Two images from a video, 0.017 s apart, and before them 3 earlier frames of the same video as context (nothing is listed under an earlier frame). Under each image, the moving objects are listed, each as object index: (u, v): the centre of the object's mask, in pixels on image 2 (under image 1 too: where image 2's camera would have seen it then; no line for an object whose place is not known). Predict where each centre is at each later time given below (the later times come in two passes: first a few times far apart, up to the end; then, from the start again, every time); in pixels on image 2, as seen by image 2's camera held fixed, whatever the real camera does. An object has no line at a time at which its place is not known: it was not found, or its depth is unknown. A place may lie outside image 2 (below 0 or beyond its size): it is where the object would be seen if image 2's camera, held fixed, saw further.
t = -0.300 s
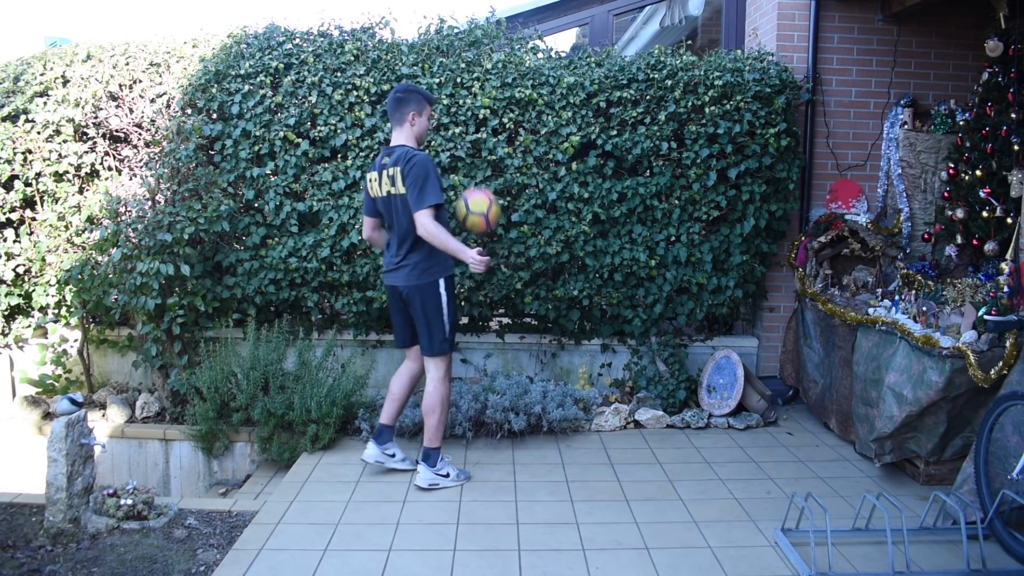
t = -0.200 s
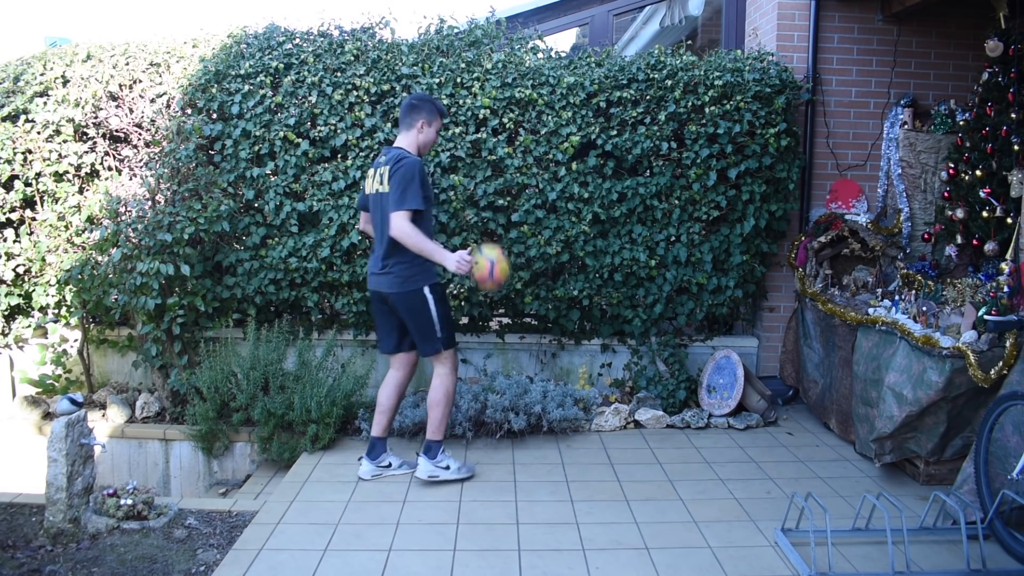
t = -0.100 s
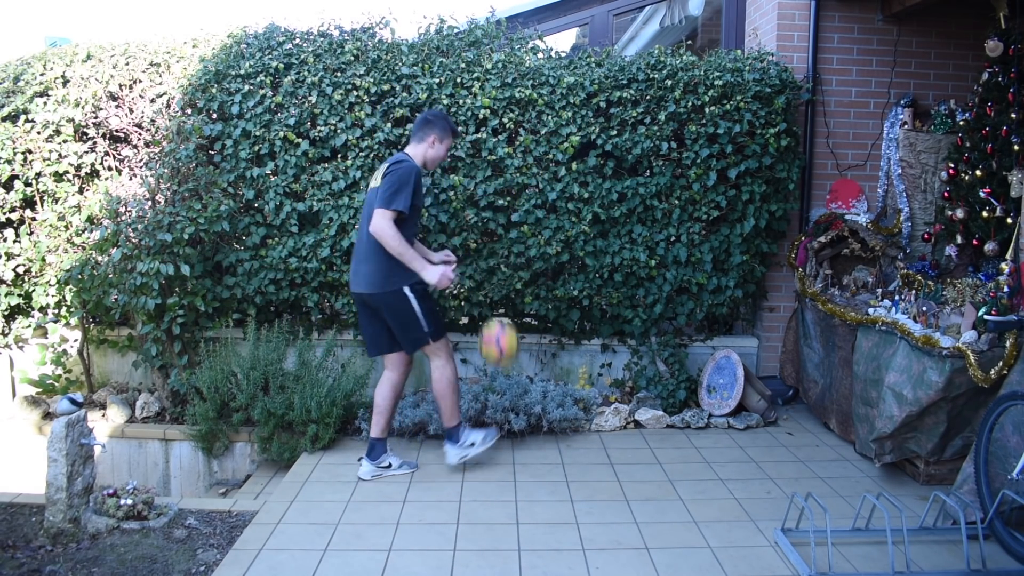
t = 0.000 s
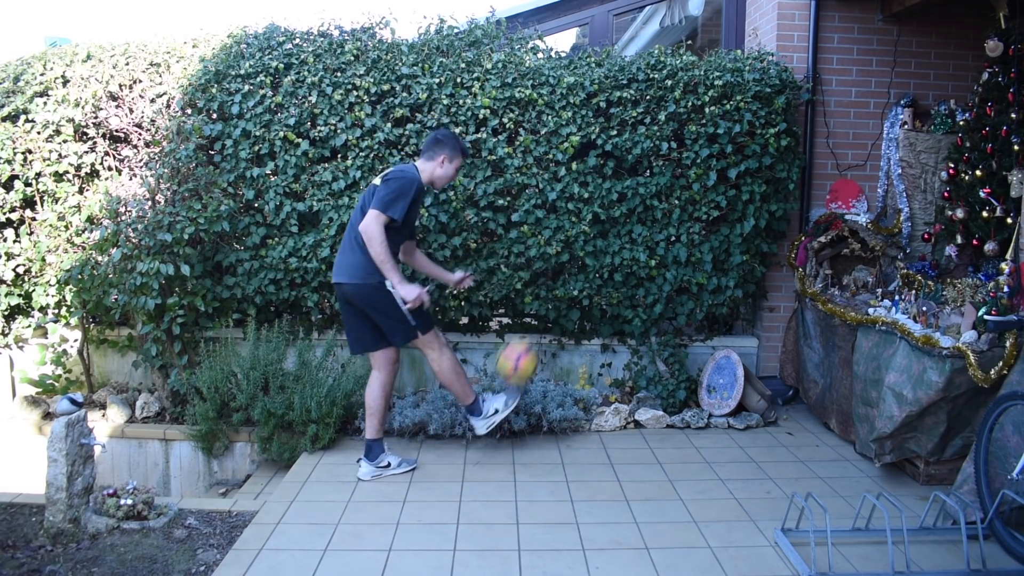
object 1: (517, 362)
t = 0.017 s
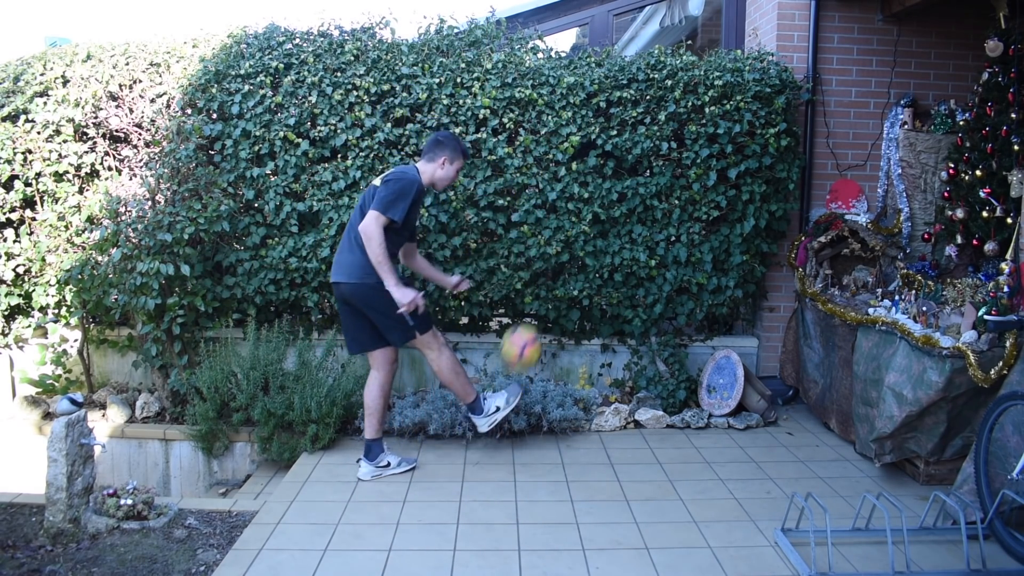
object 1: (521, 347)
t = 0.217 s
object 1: (576, 214)
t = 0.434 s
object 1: (641, 151)
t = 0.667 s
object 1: (715, 200)
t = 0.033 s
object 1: (526, 333)
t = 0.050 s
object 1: (530, 320)
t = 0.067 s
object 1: (534, 309)
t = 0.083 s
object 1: (539, 297)
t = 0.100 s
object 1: (543, 285)
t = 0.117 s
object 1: (548, 273)
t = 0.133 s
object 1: (553, 262)
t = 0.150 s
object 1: (557, 252)
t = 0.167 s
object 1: (562, 242)
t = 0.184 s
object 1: (567, 232)
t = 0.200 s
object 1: (572, 222)
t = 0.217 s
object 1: (576, 214)
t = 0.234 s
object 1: (581, 205)
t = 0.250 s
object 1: (586, 198)
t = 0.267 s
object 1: (591, 191)
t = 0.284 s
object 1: (596, 184)
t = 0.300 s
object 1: (601, 178)
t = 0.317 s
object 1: (606, 172)
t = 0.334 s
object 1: (611, 168)
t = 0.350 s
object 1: (616, 164)
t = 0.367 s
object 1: (621, 160)
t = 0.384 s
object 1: (626, 157)
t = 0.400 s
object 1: (631, 154)
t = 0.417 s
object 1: (636, 152)
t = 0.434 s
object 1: (641, 151)
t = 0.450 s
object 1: (646, 150)
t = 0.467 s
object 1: (652, 150)
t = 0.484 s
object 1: (657, 150)
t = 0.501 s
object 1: (661, 151)
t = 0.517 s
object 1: (667, 153)
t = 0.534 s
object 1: (672, 155)
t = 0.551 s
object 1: (677, 158)
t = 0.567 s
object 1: (683, 162)
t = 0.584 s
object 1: (688, 167)
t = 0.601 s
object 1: (693, 172)
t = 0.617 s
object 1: (699, 177)
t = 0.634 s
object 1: (704, 185)
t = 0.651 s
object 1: (709, 192)
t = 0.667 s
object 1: (715, 200)
